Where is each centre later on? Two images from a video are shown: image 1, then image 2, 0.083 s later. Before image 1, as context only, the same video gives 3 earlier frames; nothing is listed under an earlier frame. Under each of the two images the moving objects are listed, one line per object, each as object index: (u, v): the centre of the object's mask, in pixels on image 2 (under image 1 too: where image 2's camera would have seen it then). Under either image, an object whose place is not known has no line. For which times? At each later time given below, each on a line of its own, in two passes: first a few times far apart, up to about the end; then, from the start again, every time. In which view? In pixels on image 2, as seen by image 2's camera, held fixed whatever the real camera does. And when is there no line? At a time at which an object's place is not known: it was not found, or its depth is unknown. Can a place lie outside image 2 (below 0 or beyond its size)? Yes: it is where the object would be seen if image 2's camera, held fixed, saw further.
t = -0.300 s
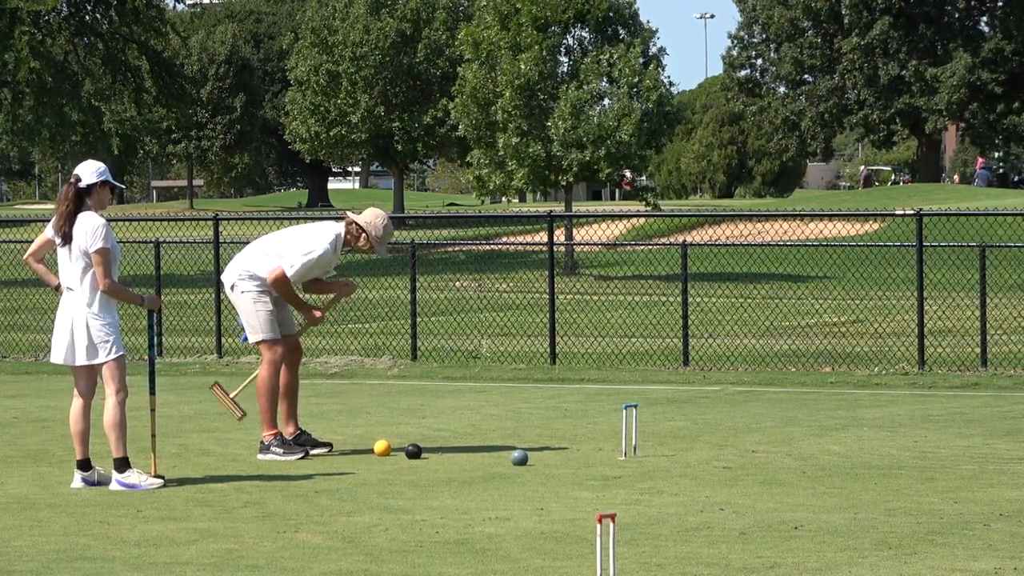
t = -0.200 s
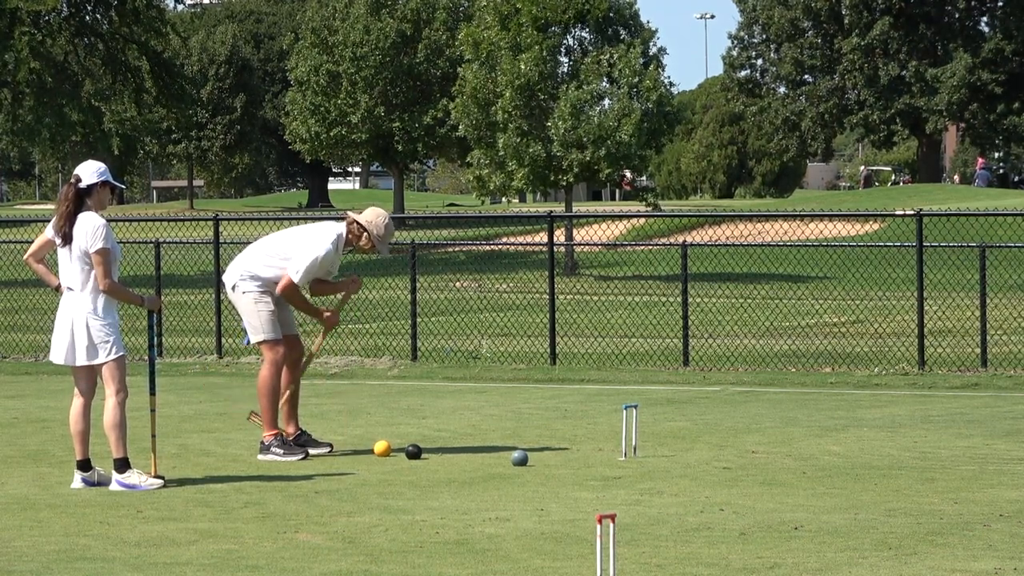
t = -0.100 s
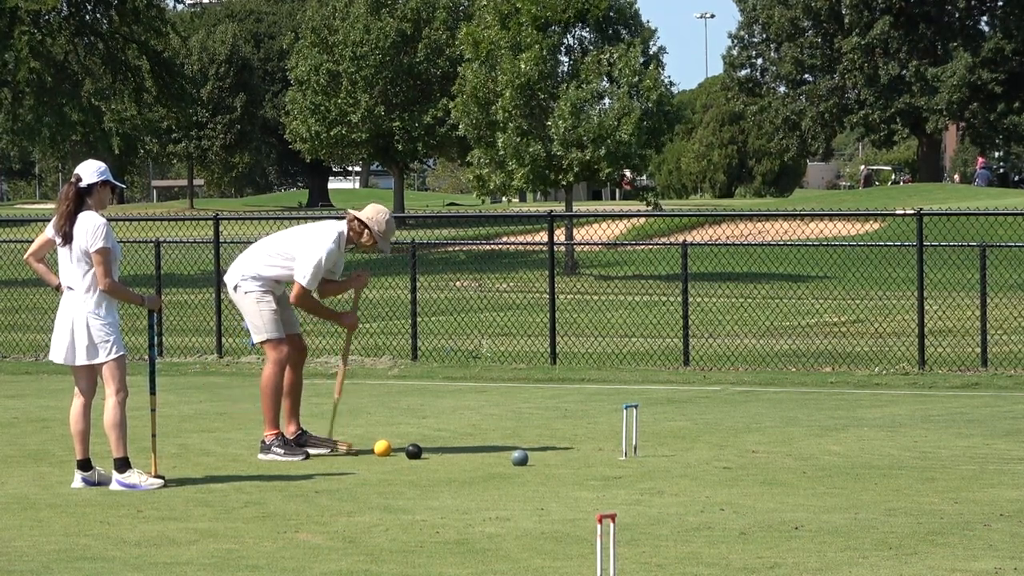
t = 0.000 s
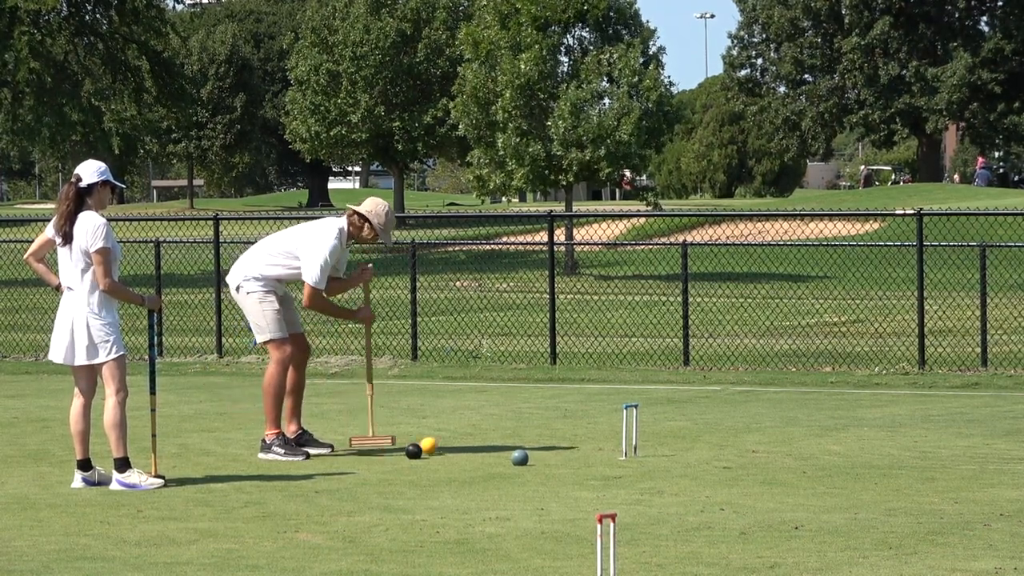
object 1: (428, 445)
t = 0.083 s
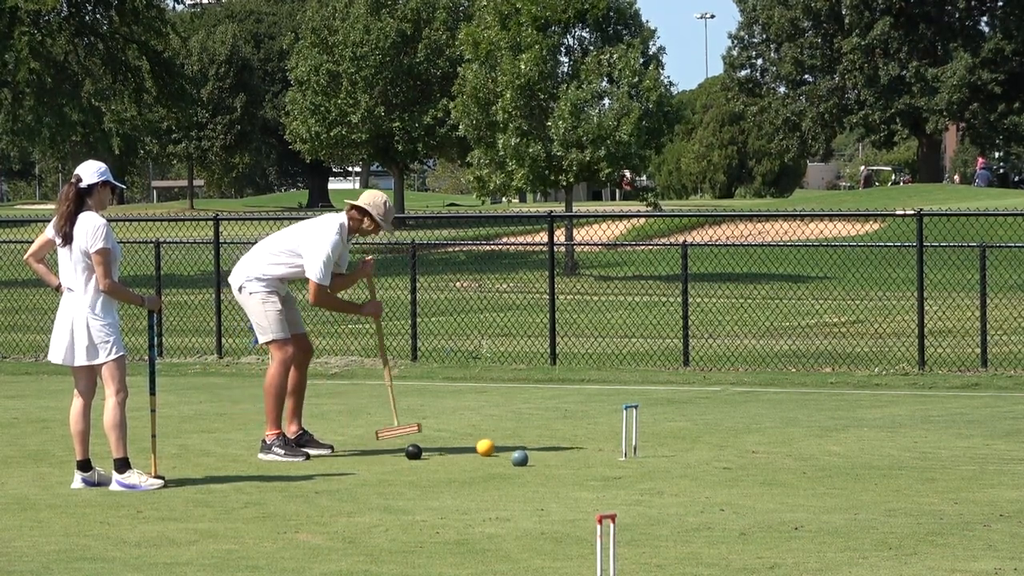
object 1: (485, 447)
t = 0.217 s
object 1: (563, 447)
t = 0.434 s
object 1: (676, 448)
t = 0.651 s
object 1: (783, 447)
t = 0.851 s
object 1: (874, 446)
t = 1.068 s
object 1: (966, 444)
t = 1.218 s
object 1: (1022, 443)
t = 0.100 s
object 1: (495, 446)
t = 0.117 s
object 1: (505, 446)
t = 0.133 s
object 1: (515, 445)
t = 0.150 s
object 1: (526, 446)
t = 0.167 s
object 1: (536, 448)
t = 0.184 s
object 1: (546, 448)
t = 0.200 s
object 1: (554, 447)
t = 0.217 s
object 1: (563, 447)
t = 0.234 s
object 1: (572, 446)
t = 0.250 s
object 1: (581, 447)
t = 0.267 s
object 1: (590, 447)
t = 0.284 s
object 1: (599, 448)
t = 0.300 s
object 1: (607, 448)
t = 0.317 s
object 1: (615, 447)
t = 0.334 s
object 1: (626, 446)
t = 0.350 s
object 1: (634, 445)
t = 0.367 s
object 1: (643, 446)
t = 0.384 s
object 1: (651, 446)
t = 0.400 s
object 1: (659, 447)
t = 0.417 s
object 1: (668, 448)
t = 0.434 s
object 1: (676, 448)
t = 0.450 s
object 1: (684, 447)
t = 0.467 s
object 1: (693, 447)
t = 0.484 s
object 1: (701, 447)
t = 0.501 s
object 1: (709, 447)
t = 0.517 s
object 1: (718, 447)
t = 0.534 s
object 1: (727, 448)
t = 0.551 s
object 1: (734, 448)
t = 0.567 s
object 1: (743, 447)
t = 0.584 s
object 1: (751, 446)
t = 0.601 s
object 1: (759, 446)
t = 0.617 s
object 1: (767, 446)
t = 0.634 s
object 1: (775, 446)
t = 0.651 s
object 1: (783, 447)
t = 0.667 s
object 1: (791, 447)
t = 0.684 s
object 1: (798, 446)
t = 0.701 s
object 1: (806, 445)
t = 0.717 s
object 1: (814, 445)
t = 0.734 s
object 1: (821, 445)
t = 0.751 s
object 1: (829, 446)
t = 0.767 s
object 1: (836, 446)
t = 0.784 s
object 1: (844, 446)
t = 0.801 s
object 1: (852, 446)
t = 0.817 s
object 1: (859, 446)
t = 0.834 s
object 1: (867, 446)
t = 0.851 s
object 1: (874, 446)
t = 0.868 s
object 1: (882, 446)
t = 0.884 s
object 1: (889, 446)
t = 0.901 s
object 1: (896, 445)
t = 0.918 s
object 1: (903, 445)
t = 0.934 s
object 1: (911, 445)
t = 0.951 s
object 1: (918, 445)
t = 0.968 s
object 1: (924, 446)
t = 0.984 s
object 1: (932, 445)
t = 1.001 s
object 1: (938, 445)
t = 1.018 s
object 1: (945, 444)
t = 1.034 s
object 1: (952, 444)
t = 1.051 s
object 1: (959, 444)
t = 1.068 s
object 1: (966, 444)
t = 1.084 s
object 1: (972, 445)
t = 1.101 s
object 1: (979, 445)
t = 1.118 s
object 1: (986, 444)
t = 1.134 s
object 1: (992, 444)
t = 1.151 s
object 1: (998, 444)
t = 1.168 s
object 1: (1004, 445)
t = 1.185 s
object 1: (1011, 444)
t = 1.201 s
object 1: (1017, 446)
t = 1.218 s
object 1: (1022, 443)
